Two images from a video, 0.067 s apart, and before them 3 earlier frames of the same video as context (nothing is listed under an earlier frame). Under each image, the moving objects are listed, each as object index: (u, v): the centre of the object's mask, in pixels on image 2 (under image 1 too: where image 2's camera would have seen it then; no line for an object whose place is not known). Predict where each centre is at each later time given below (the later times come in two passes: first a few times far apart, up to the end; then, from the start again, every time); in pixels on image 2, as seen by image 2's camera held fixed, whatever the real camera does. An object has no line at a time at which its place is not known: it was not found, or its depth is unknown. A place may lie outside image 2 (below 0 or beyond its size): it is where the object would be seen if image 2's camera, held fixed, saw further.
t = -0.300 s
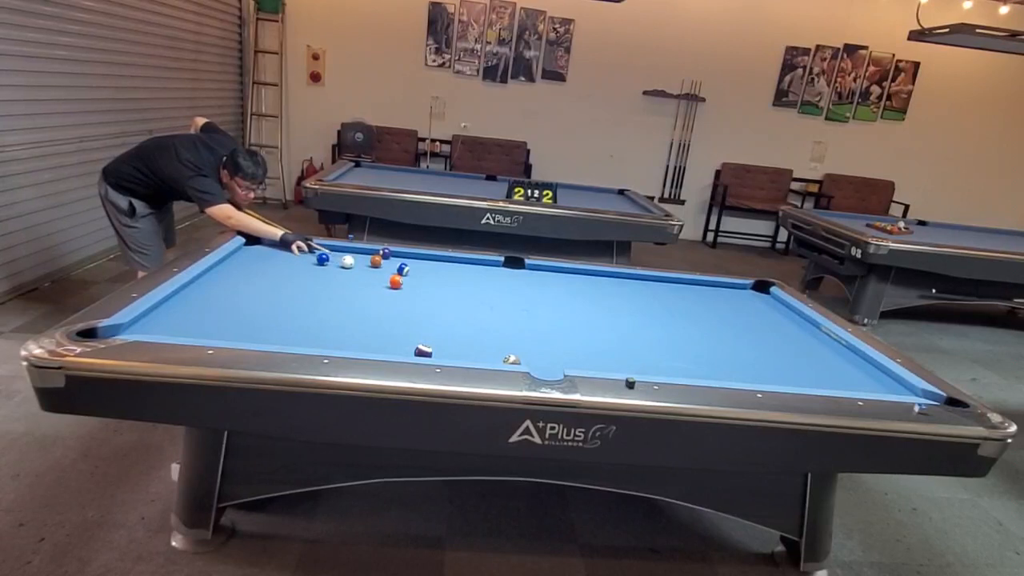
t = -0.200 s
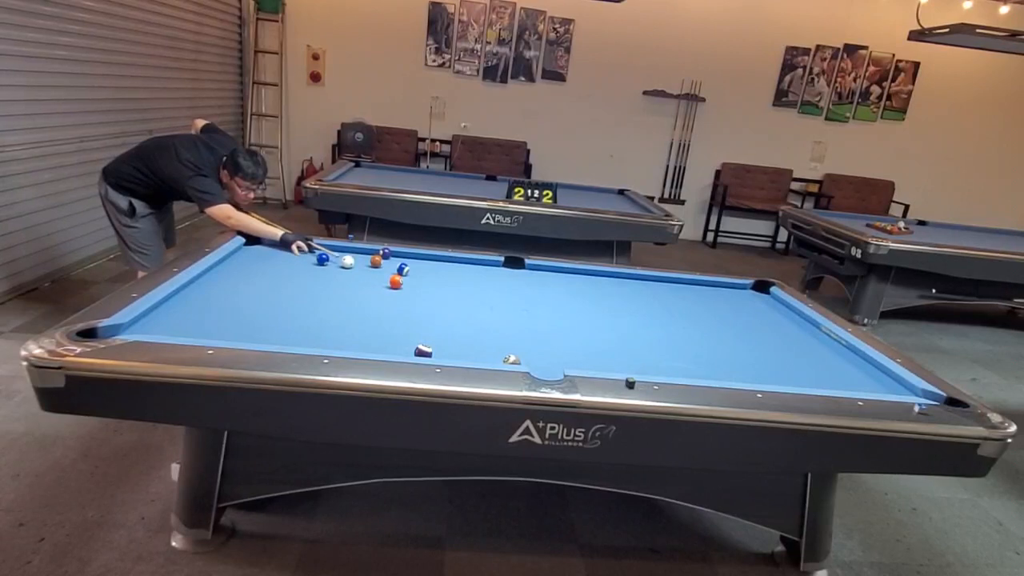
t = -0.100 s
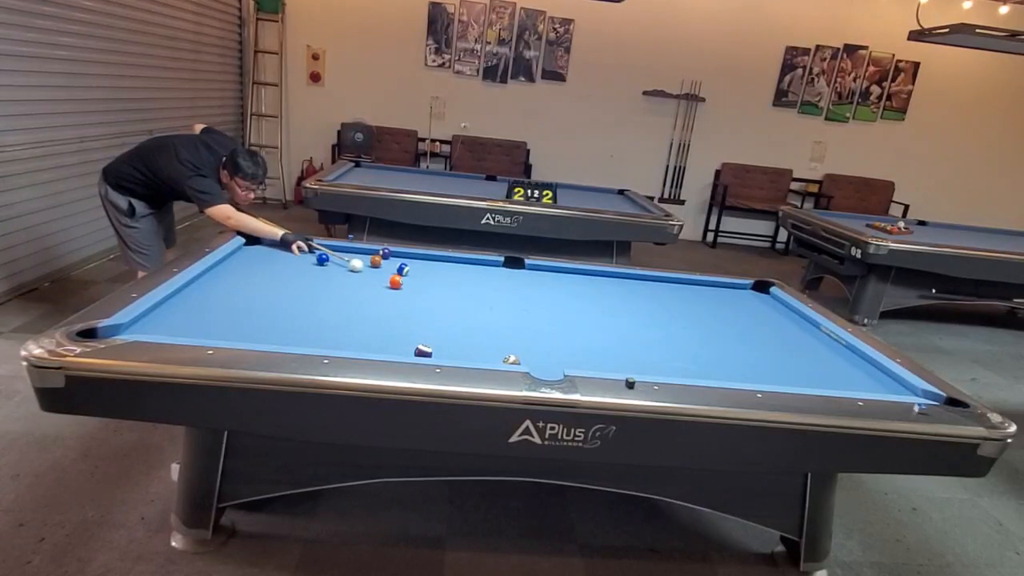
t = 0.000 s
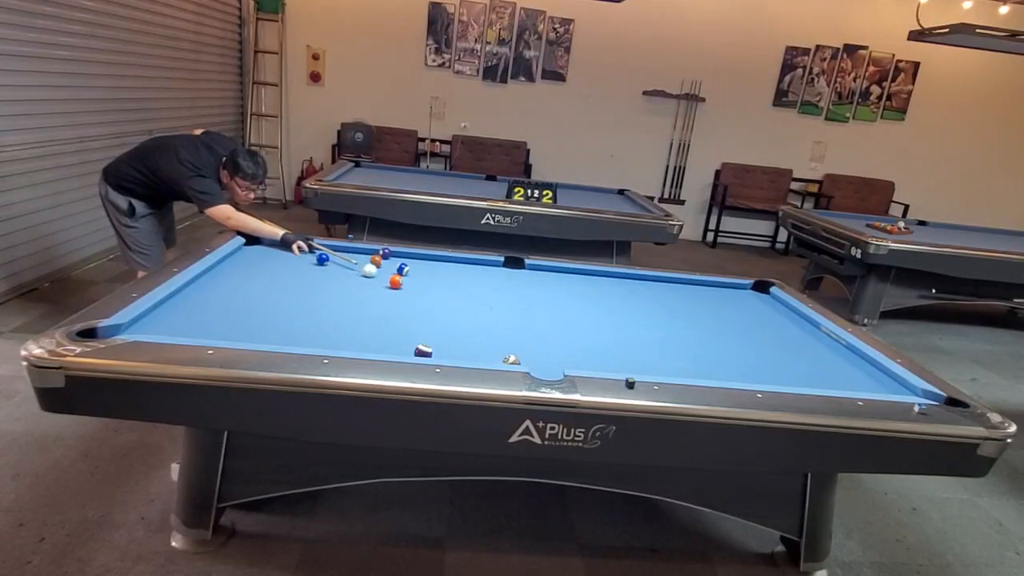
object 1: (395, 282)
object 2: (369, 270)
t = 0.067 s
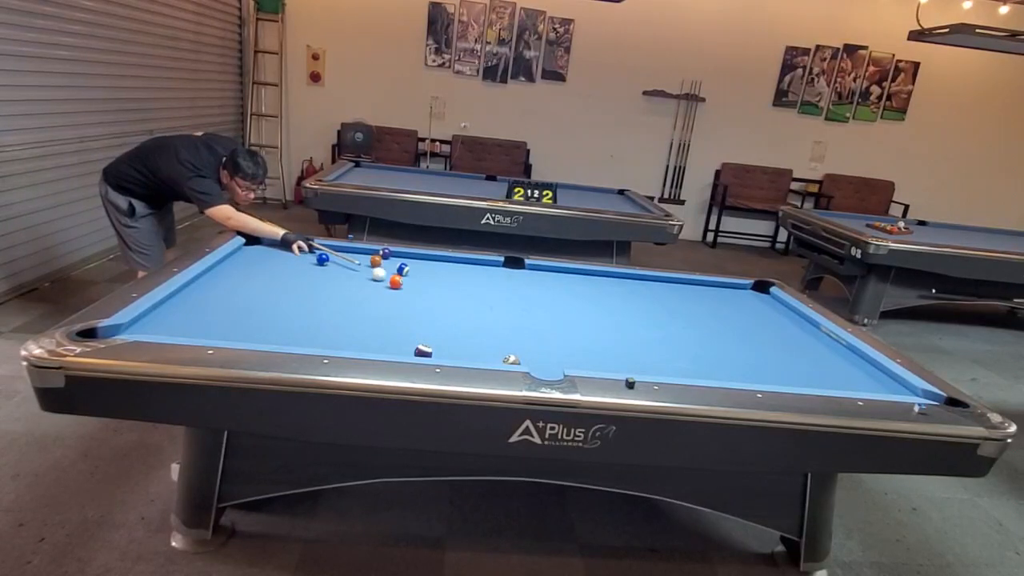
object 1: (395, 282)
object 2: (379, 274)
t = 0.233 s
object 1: (405, 287)
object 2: (393, 278)
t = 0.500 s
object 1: (426, 298)
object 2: (407, 281)
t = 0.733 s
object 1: (444, 307)
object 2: (419, 283)
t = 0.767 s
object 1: (447, 309)
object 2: (420, 283)
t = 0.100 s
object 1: (395, 282)
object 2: (383, 275)
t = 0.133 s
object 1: (396, 282)
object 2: (387, 277)
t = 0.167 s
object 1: (399, 284)
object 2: (389, 277)
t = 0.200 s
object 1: (402, 285)
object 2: (391, 278)
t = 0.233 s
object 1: (405, 287)
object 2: (393, 278)
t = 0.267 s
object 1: (408, 288)
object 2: (395, 279)
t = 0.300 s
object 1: (410, 290)
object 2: (397, 279)
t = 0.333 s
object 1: (413, 291)
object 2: (399, 280)
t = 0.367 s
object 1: (415, 292)
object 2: (400, 280)
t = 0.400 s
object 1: (418, 294)
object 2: (402, 280)
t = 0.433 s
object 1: (421, 295)
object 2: (404, 281)
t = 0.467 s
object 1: (423, 296)
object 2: (406, 281)
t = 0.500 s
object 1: (426, 298)
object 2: (407, 281)
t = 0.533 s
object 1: (428, 299)
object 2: (409, 281)
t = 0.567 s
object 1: (431, 300)
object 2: (411, 282)
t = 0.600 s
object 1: (434, 302)
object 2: (413, 282)
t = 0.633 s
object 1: (436, 303)
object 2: (414, 282)
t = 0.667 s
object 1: (439, 305)
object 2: (416, 282)
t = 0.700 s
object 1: (441, 306)
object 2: (417, 283)
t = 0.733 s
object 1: (444, 307)
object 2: (419, 283)
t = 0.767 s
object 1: (447, 309)
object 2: (420, 283)
